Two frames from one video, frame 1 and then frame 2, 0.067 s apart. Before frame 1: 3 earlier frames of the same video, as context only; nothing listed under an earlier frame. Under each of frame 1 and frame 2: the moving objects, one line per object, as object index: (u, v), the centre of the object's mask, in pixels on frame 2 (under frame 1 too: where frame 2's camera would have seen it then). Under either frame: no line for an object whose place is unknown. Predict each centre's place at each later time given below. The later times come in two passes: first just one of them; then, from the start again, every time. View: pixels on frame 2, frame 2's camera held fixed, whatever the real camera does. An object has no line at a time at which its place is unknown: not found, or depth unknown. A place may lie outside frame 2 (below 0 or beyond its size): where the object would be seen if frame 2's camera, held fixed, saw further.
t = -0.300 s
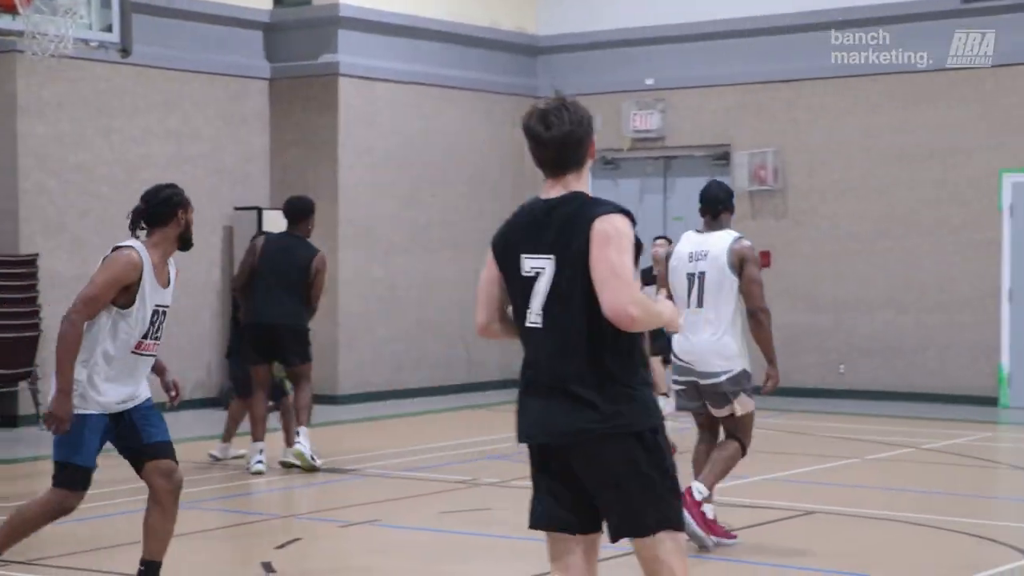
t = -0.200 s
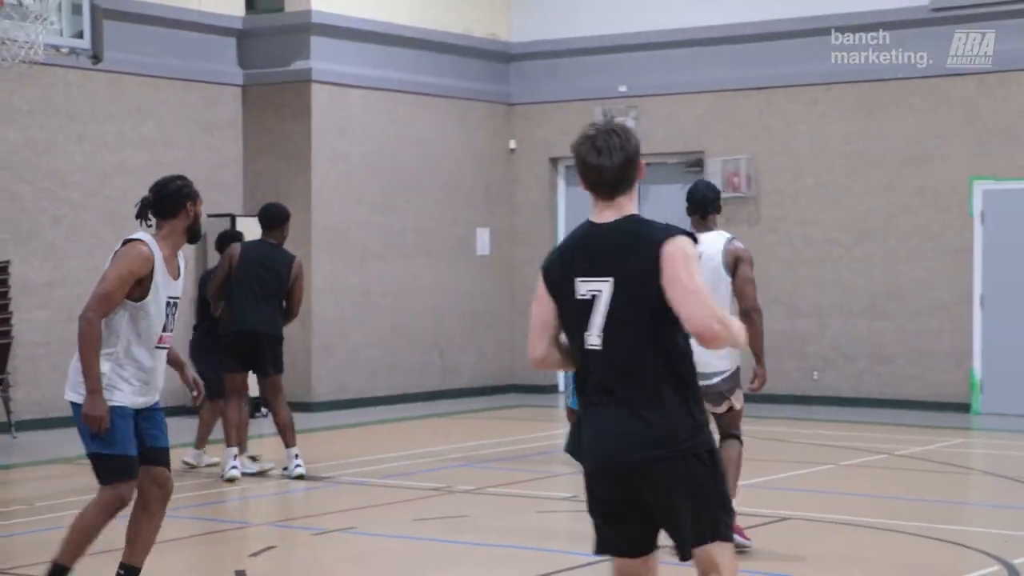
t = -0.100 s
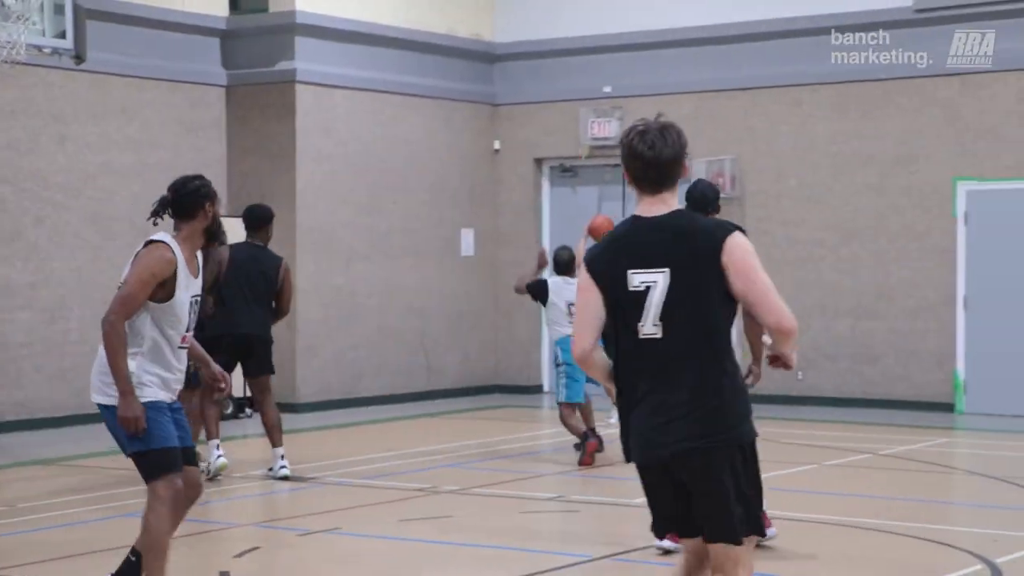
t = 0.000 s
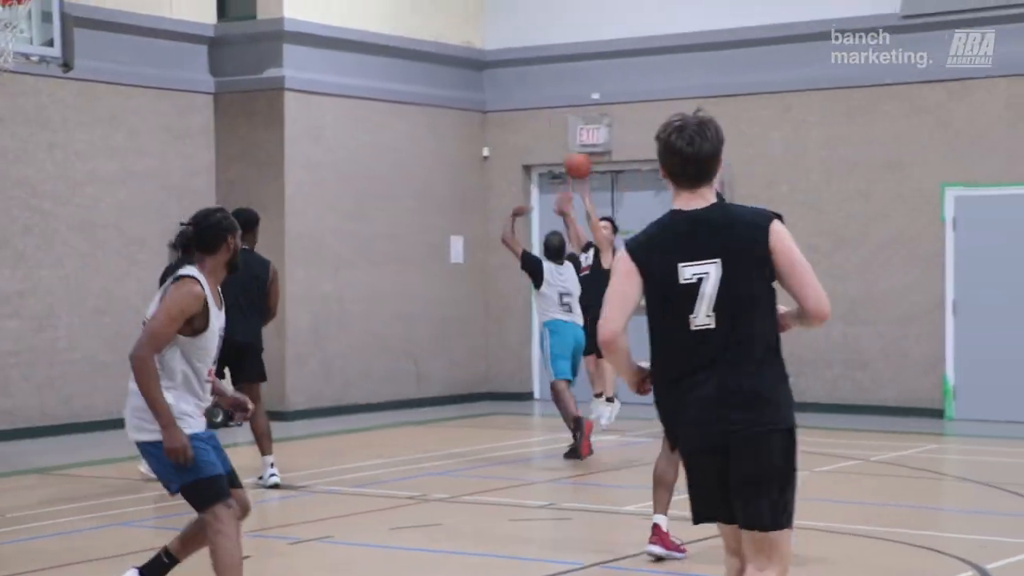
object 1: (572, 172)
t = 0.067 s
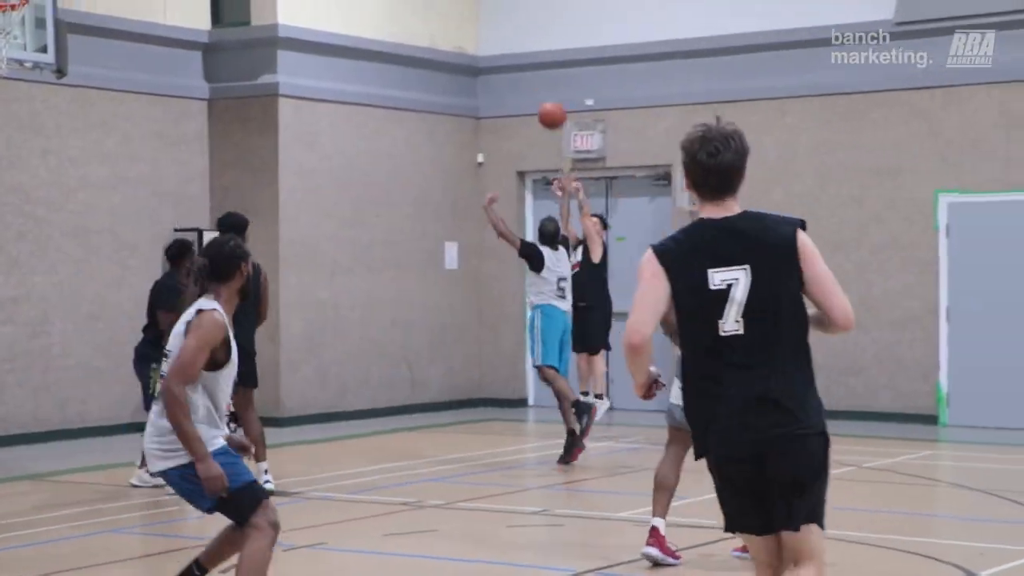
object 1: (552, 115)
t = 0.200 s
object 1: (510, 12)
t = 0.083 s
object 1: (548, 101)
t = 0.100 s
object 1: (542, 88)
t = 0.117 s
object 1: (537, 75)
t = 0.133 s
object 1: (531, 63)
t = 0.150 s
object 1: (527, 50)
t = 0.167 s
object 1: (520, 37)
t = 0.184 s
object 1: (515, 25)
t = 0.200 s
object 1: (510, 12)
